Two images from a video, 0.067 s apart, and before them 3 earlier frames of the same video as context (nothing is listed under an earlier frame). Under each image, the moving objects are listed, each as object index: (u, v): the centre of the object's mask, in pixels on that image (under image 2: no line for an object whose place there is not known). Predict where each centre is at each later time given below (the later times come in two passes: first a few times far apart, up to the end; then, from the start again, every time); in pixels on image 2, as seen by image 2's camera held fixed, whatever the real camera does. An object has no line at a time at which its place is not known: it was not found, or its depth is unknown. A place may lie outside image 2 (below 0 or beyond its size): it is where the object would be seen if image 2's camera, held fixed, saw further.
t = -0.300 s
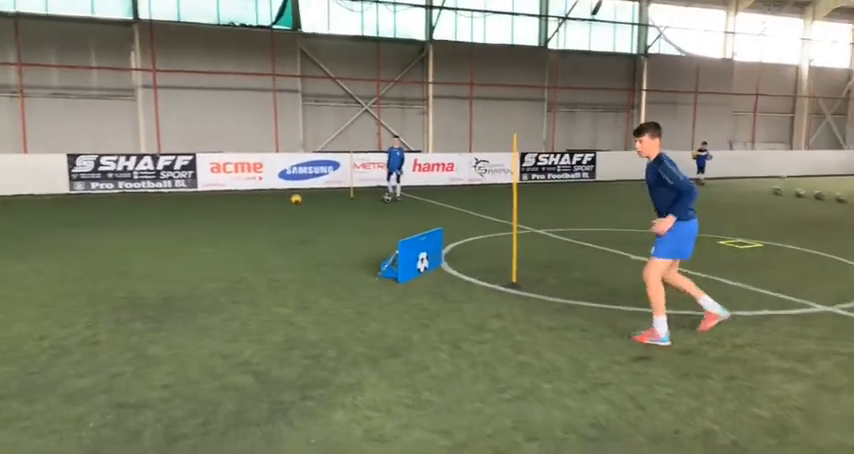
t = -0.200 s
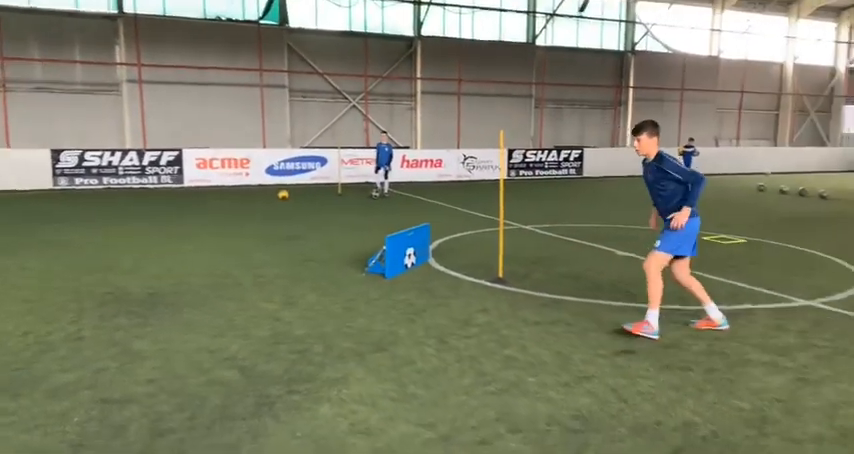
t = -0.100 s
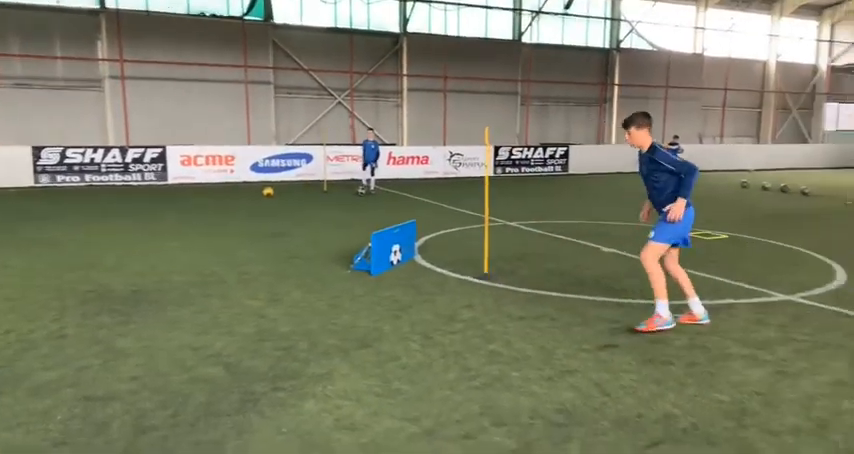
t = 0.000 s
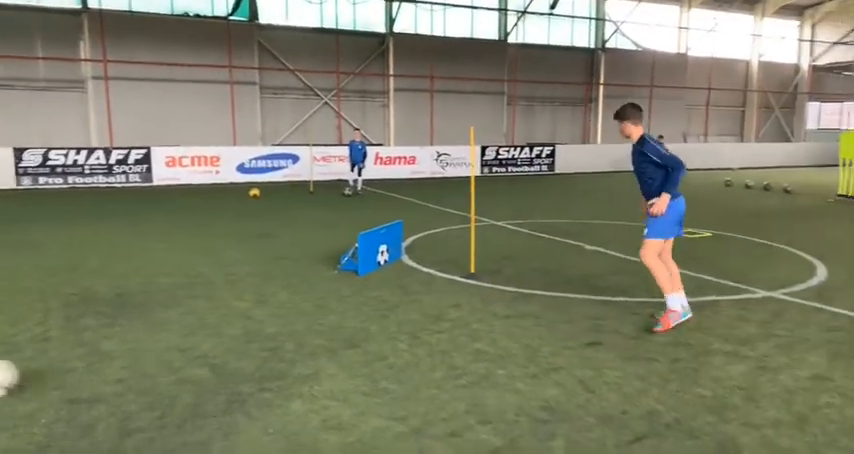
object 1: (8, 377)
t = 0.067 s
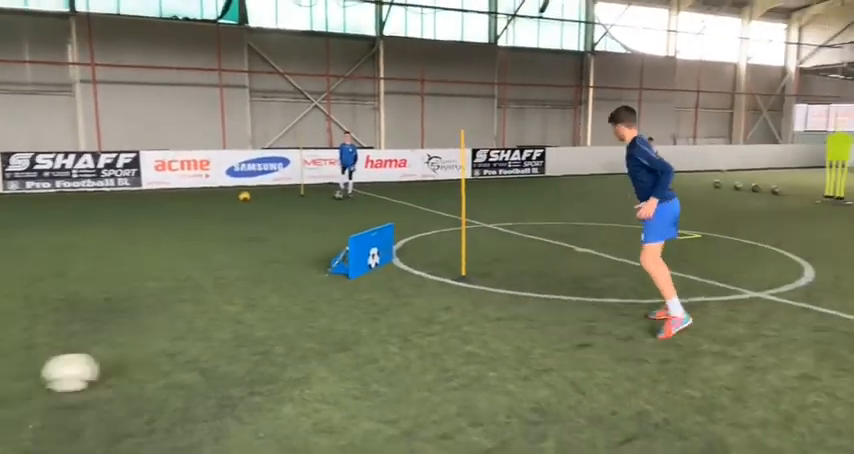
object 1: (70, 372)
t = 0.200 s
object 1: (223, 351)
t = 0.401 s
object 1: (402, 328)
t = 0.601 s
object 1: (540, 312)
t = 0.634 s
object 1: (561, 309)
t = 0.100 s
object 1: (114, 367)
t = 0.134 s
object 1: (152, 359)
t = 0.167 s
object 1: (189, 354)
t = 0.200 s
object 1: (223, 351)
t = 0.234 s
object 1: (257, 347)
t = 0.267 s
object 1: (288, 341)
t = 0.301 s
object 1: (318, 337)
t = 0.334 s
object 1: (347, 334)
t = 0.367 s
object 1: (375, 332)
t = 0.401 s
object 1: (402, 328)
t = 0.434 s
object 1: (427, 323)
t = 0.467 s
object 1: (452, 319)
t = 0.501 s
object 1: (475, 318)
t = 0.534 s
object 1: (498, 318)
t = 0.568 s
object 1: (519, 315)
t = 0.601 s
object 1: (540, 312)
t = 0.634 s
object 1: (561, 309)
